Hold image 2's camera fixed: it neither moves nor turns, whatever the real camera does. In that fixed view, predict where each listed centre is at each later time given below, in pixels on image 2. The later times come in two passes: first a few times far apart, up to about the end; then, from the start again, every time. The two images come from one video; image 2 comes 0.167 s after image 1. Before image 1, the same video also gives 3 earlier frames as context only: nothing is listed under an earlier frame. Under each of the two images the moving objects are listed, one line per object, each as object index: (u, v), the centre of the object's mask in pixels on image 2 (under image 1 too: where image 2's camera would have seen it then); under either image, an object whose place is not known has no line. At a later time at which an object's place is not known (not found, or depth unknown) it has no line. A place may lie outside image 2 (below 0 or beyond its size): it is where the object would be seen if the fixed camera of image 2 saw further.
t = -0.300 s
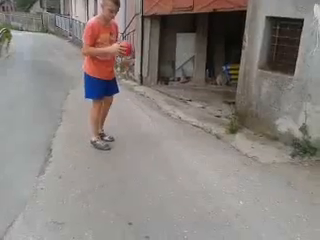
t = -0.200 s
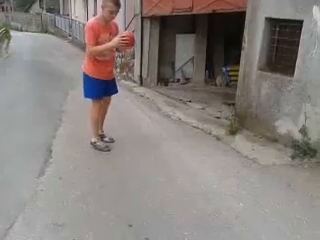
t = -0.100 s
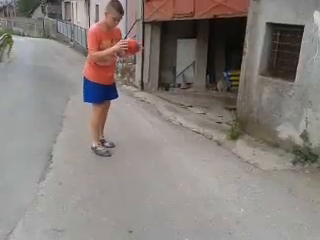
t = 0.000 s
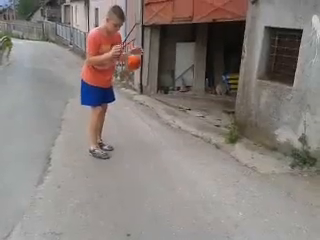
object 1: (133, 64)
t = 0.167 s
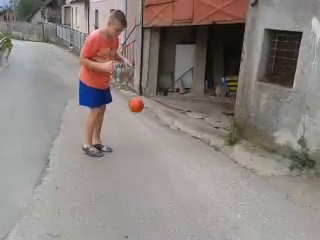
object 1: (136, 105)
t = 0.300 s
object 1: (139, 154)
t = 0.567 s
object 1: (145, 108)
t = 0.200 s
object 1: (137, 116)
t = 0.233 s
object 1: (137, 128)
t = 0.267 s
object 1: (138, 141)
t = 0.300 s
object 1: (139, 154)
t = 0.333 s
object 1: (139, 156)
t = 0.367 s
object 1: (140, 146)
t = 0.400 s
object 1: (141, 138)
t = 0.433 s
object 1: (142, 130)
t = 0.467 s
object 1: (142, 123)
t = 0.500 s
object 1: (143, 118)
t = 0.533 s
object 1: (144, 112)
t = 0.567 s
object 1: (145, 108)
